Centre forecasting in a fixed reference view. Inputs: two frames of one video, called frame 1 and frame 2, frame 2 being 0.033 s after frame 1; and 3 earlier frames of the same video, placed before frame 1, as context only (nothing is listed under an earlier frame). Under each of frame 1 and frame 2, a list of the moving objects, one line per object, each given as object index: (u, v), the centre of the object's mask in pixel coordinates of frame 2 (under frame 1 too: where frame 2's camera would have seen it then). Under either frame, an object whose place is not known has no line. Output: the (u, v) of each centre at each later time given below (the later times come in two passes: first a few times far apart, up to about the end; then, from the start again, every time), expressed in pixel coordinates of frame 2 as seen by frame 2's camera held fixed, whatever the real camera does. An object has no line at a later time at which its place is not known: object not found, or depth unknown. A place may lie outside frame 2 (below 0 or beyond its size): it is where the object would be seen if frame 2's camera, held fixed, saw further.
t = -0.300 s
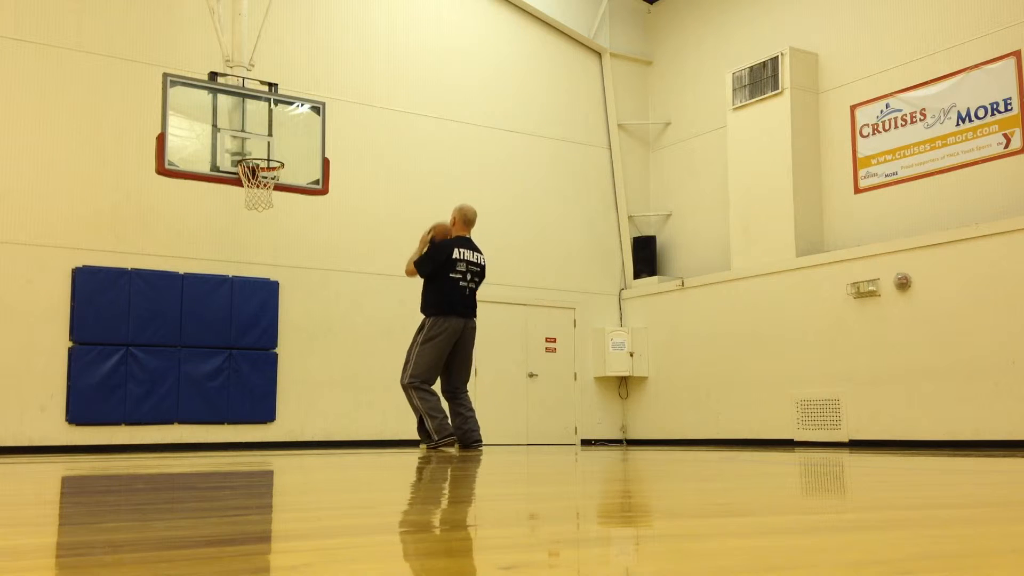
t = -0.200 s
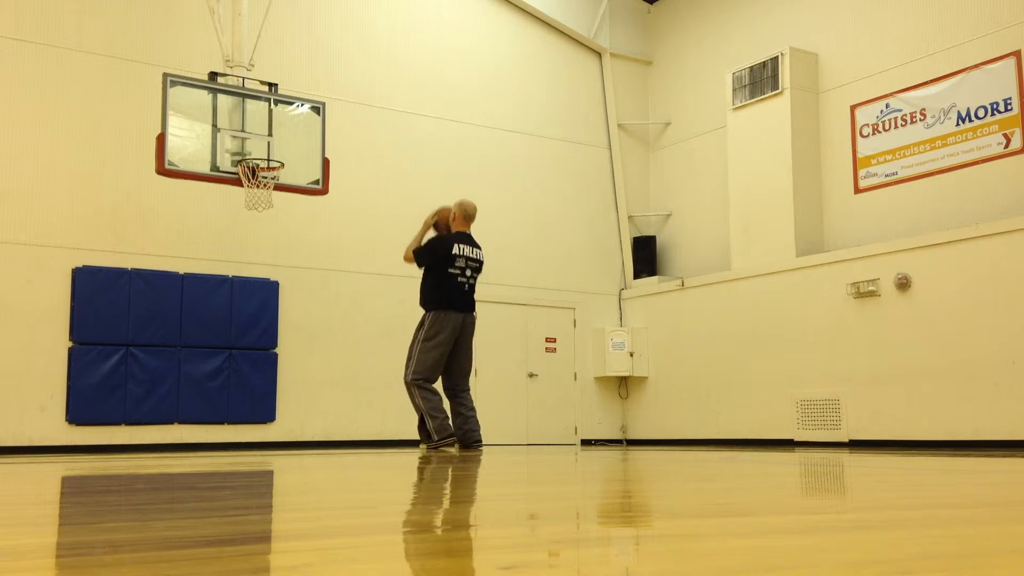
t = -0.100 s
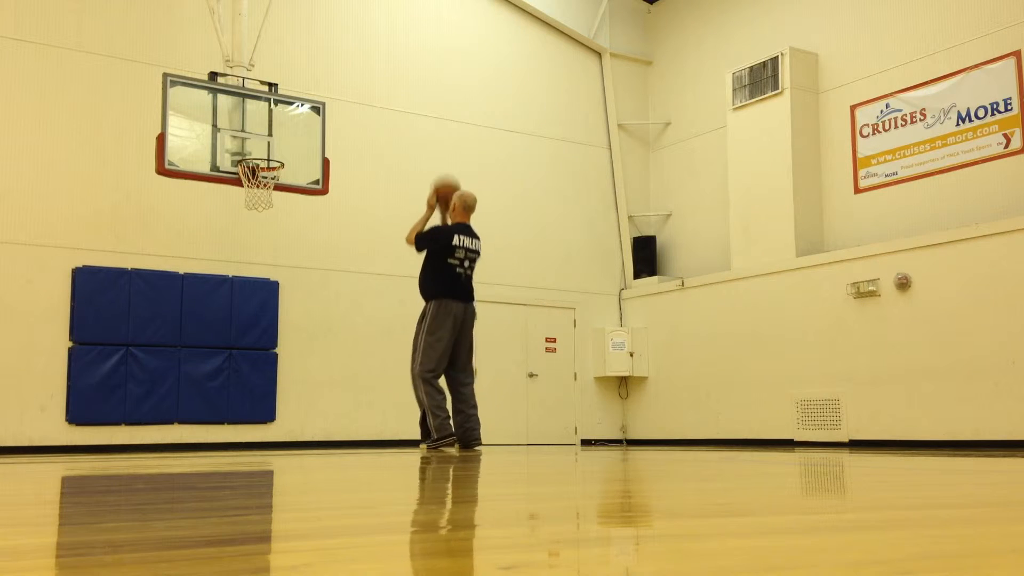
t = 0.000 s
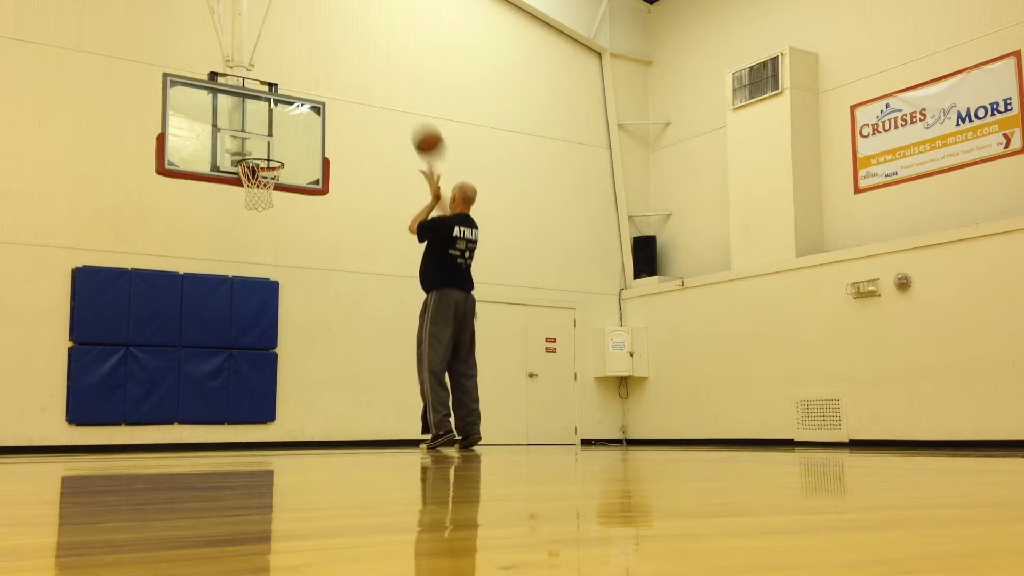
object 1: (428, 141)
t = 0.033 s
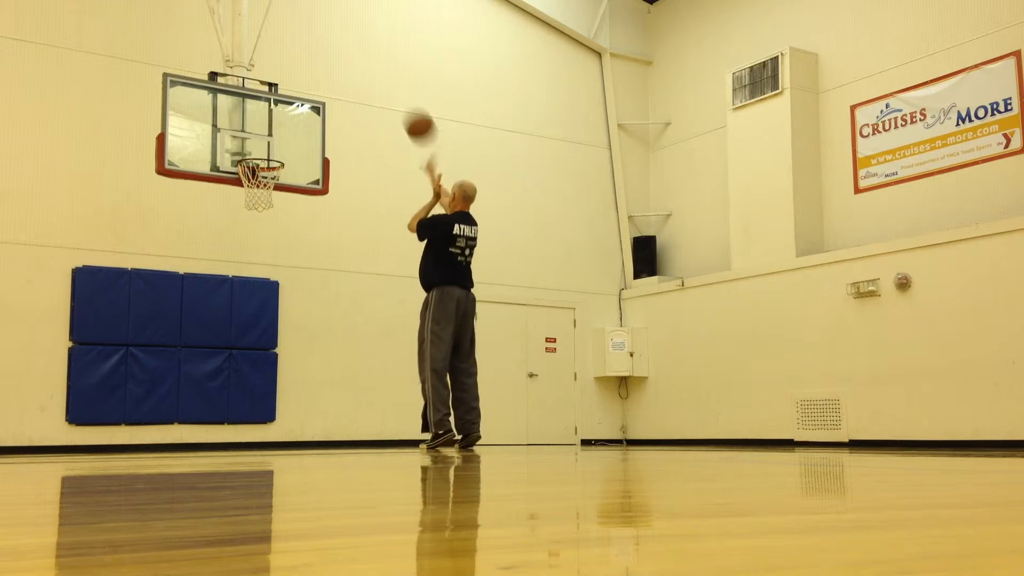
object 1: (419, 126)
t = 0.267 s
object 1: (366, 58)
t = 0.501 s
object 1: (321, 54)
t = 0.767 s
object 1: (278, 112)
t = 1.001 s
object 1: (259, 126)
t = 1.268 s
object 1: (251, 120)
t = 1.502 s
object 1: (244, 168)
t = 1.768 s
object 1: (234, 290)
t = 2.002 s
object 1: (221, 423)
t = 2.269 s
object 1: (214, 312)
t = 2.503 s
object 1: (205, 270)
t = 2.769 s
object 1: (193, 287)
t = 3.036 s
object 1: (179, 376)
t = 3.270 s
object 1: (170, 397)
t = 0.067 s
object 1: (411, 111)
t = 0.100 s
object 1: (402, 98)
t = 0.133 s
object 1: (395, 88)
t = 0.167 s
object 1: (387, 78)
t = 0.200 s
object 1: (380, 70)
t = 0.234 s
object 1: (372, 64)
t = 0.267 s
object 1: (366, 58)
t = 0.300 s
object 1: (359, 54)
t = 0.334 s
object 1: (352, 51)
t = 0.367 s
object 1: (345, 50)
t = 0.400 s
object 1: (339, 50)
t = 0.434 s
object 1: (333, 50)
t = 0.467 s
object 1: (327, 52)
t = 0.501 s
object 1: (321, 54)
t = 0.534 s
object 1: (315, 58)
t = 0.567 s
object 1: (310, 63)
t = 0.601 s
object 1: (304, 69)
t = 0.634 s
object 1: (299, 75)
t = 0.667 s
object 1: (294, 82)
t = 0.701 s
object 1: (289, 91)
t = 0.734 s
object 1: (283, 101)
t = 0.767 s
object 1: (278, 112)
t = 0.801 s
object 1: (273, 122)
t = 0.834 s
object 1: (268, 135)
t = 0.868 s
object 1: (264, 146)
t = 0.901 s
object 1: (261, 145)
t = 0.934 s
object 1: (261, 138)
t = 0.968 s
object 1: (260, 131)
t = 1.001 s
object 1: (259, 126)
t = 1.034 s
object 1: (258, 122)
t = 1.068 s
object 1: (257, 119)
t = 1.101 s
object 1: (256, 116)
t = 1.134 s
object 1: (255, 115)
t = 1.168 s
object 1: (255, 115)
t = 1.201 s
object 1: (254, 115)
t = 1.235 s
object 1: (253, 117)
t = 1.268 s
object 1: (251, 120)
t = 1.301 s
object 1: (250, 123)
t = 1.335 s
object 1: (250, 128)
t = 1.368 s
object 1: (248, 134)
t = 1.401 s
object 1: (247, 140)
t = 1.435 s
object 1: (246, 149)
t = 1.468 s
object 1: (244, 158)
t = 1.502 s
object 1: (244, 168)
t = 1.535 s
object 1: (242, 179)
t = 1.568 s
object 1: (241, 191)
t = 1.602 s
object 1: (239, 205)
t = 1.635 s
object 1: (238, 219)
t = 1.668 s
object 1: (237, 235)
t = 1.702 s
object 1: (236, 251)
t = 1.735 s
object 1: (235, 269)
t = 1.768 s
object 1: (234, 290)
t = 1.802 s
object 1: (232, 309)
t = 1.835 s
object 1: (230, 330)
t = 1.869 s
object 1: (228, 354)
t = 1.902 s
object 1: (226, 379)
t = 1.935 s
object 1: (224, 404)
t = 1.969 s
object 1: (222, 432)
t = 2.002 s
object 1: (221, 423)
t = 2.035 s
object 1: (220, 408)
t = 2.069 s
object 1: (219, 391)
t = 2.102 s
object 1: (219, 375)
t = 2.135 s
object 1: (218, 361)
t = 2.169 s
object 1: (217, 346)
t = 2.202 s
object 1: (216, 334)
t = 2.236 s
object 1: (215, 323)
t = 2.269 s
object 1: (214, 312)
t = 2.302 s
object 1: (213, 303)
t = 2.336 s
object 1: (211, 295)
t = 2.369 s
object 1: (210, 288)
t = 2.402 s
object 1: (209, 283)
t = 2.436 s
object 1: (208, 278)
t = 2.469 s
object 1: (206, 274)
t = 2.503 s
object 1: (205, 270)
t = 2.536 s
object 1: (204, 269)
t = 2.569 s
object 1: (203, 269)
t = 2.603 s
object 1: (201, 269)
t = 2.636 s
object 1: (200, 270)
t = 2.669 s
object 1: (198, 273)
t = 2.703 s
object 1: (196, 276)
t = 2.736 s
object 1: (195, 282)
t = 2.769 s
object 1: (193, 287)
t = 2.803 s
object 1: (192, 294)
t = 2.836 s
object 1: (190, 302)
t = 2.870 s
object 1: (188, 312)
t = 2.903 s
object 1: (187, 322)
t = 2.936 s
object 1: (184, 334)
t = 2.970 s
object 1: (183, 346)
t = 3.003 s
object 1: (181, 360)
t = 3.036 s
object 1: (179, 376)
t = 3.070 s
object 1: (177, 392)
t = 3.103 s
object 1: (175, 409)
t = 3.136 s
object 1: (173, 426)
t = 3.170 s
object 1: (171, 432)
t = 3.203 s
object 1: (171, 419)
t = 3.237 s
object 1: (171, 408)
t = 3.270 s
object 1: (170, 397)
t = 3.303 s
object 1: (170, 387)
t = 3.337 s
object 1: (169, 377)
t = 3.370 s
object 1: (169, 369)
